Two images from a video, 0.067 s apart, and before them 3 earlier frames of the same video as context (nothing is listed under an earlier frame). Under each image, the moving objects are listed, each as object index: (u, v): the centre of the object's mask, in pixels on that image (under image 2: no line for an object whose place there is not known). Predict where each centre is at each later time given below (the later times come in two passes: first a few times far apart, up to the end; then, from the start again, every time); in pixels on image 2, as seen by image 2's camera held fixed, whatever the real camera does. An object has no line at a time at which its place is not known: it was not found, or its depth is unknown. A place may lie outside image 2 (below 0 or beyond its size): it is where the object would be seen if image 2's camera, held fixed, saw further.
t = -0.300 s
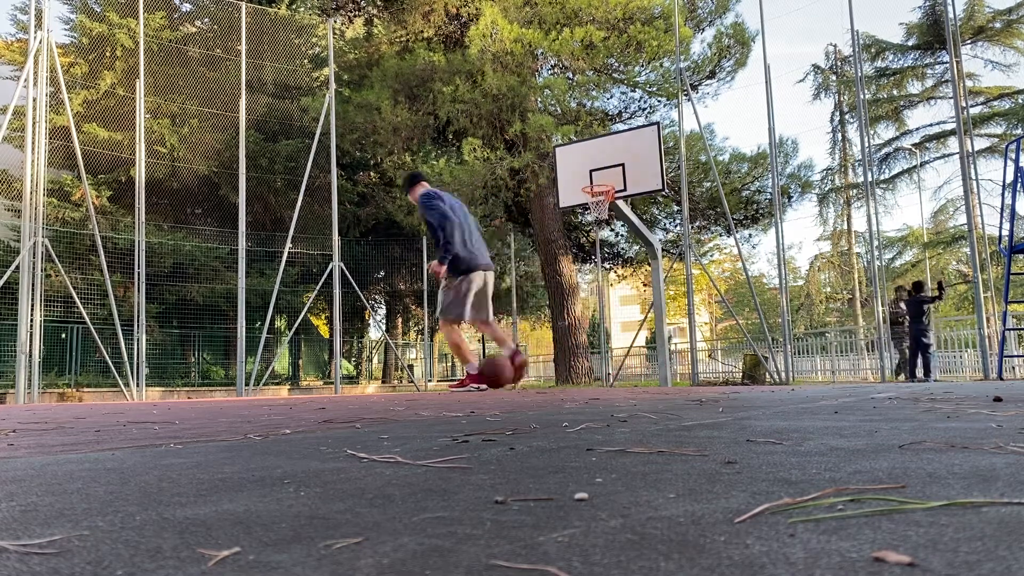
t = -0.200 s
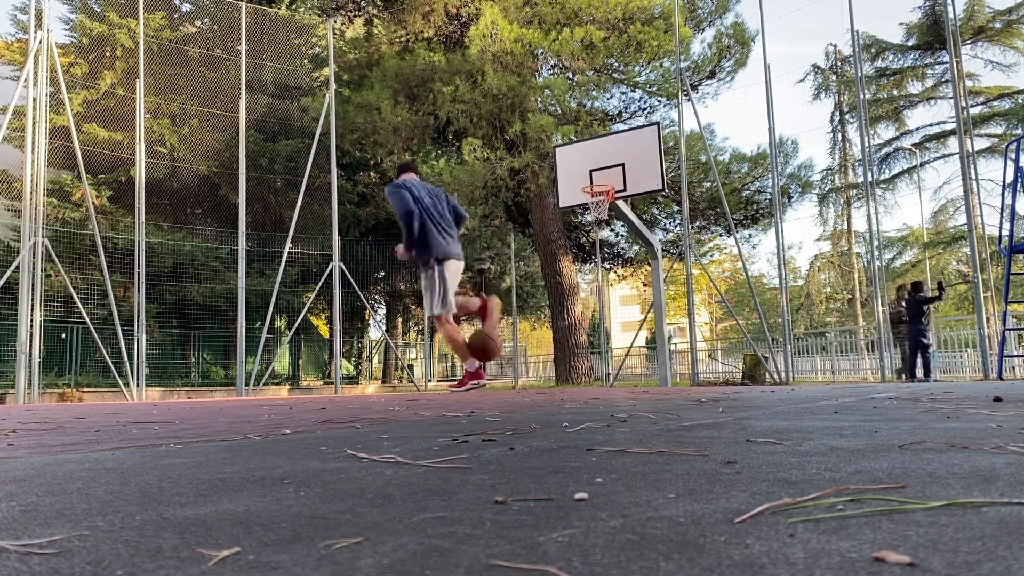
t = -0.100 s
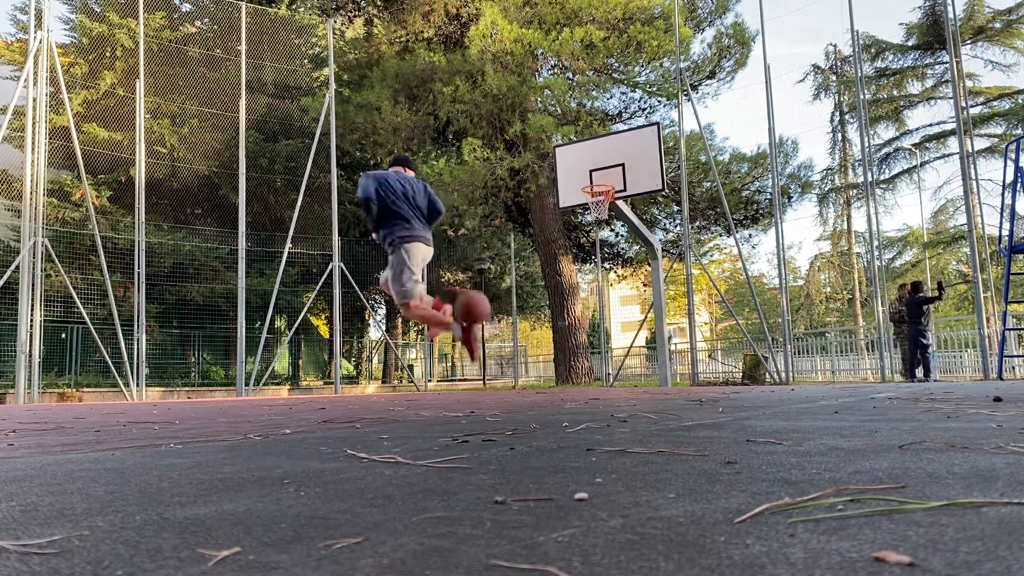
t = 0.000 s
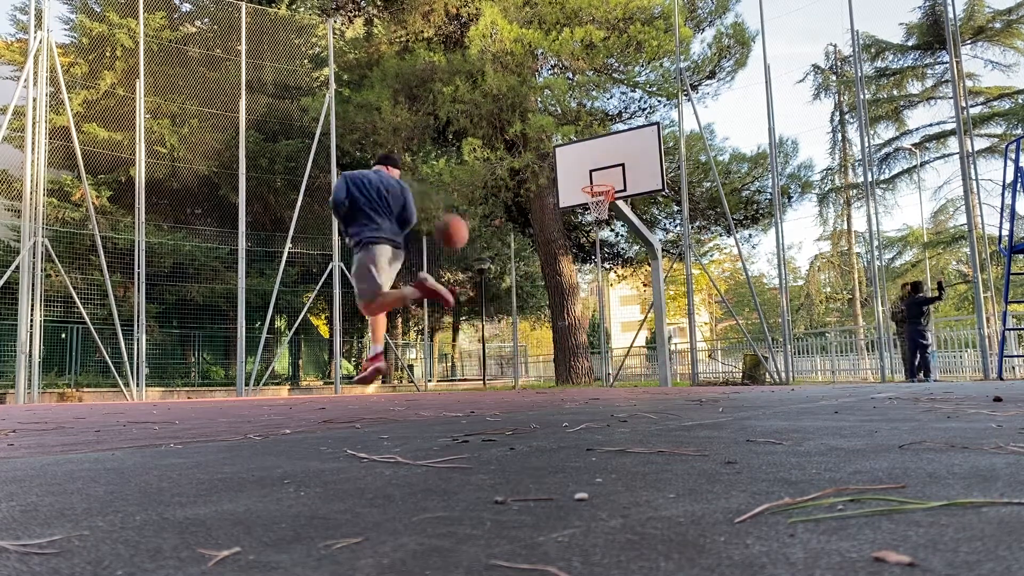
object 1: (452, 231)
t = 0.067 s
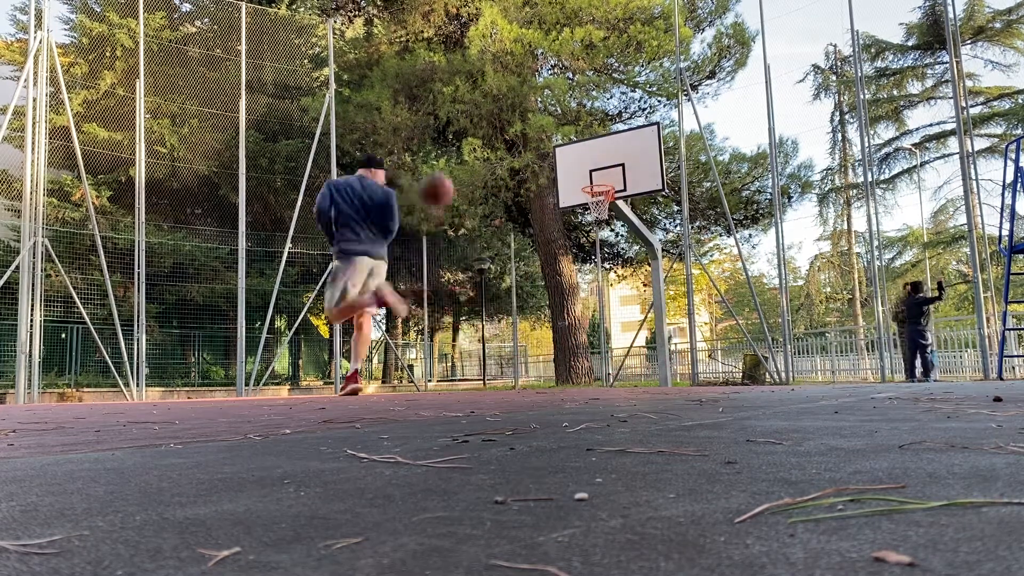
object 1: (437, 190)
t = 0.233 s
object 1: (401, 110)
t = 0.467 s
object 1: (355, 68)
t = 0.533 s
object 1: (341, 69)
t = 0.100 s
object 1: (428, 171)
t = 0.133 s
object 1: (421, 152)
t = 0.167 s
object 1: (414, 137)
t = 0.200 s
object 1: (408, 122)
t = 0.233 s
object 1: (401, 110)
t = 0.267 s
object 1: (394, 100)
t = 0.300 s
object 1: (387, 90)
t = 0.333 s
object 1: (380, 83)
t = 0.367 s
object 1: (373, 76)
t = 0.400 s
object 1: (367, 71)
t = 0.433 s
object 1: (360, 69)
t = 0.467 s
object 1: (355, 68)
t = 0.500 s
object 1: (348, 67)
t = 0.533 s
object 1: (341, 69)
